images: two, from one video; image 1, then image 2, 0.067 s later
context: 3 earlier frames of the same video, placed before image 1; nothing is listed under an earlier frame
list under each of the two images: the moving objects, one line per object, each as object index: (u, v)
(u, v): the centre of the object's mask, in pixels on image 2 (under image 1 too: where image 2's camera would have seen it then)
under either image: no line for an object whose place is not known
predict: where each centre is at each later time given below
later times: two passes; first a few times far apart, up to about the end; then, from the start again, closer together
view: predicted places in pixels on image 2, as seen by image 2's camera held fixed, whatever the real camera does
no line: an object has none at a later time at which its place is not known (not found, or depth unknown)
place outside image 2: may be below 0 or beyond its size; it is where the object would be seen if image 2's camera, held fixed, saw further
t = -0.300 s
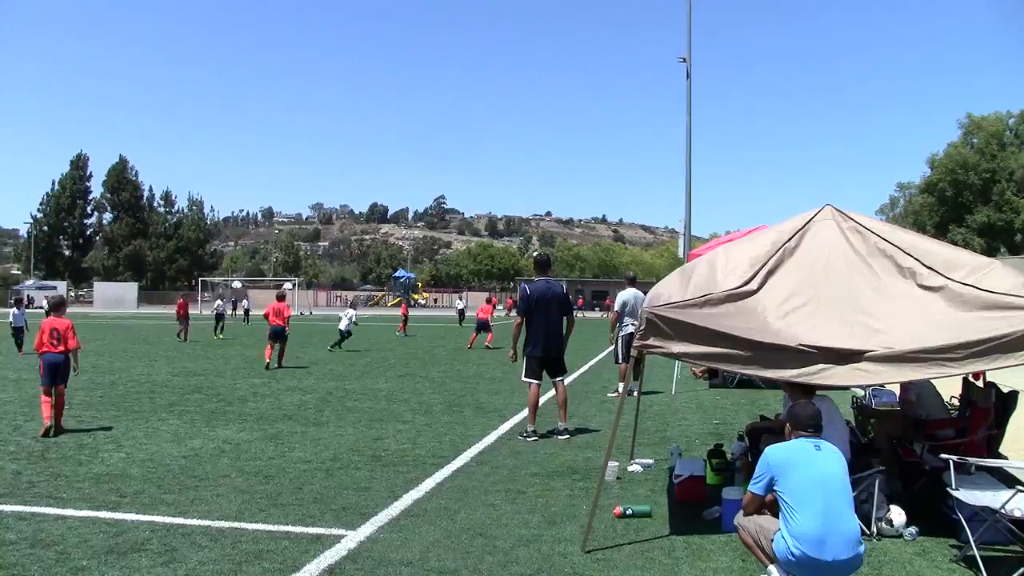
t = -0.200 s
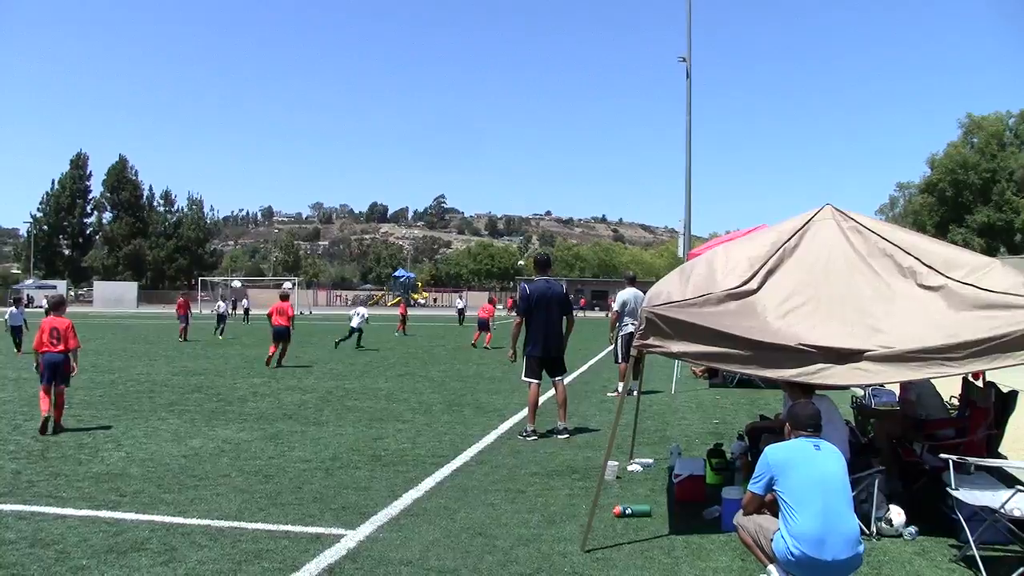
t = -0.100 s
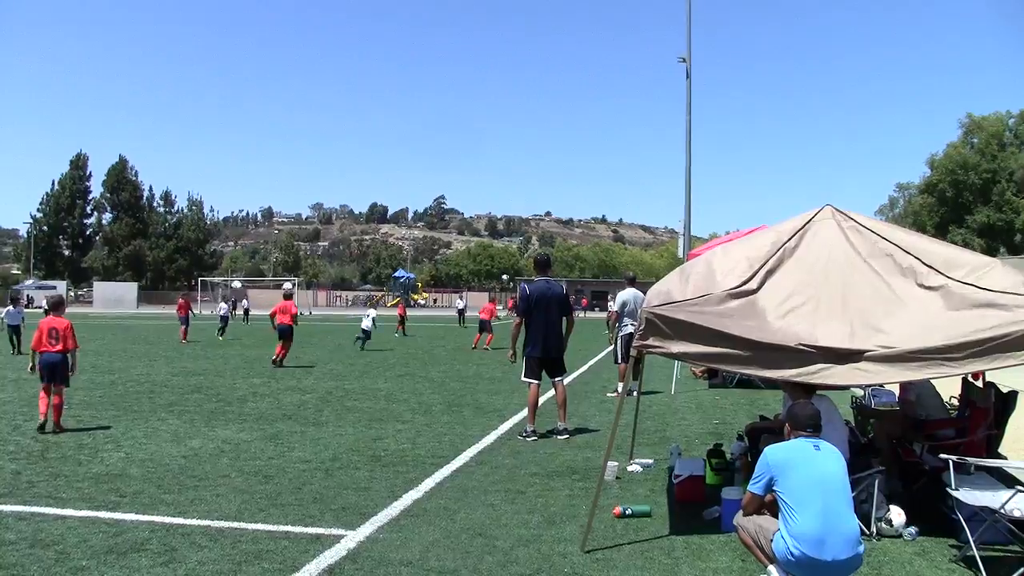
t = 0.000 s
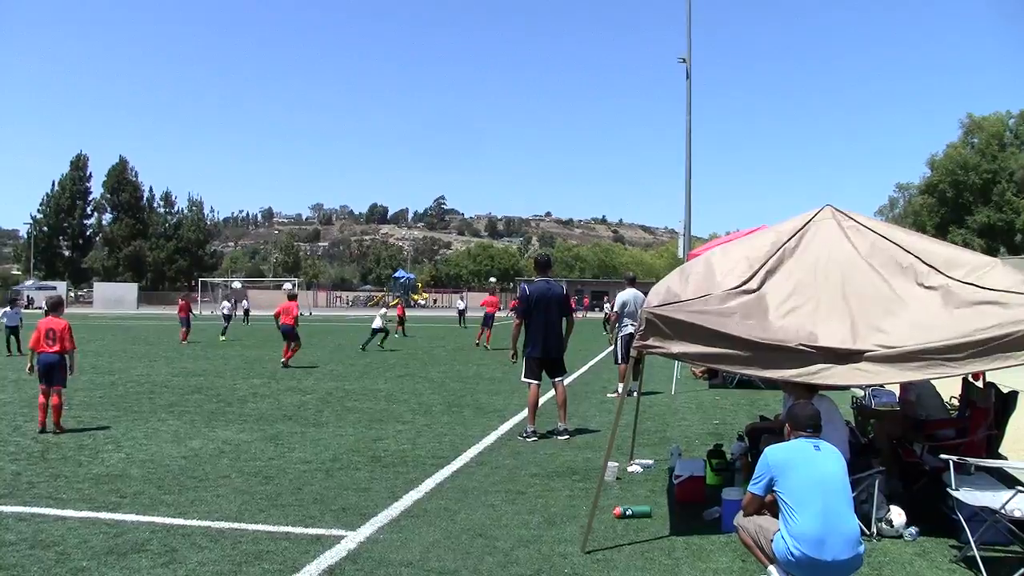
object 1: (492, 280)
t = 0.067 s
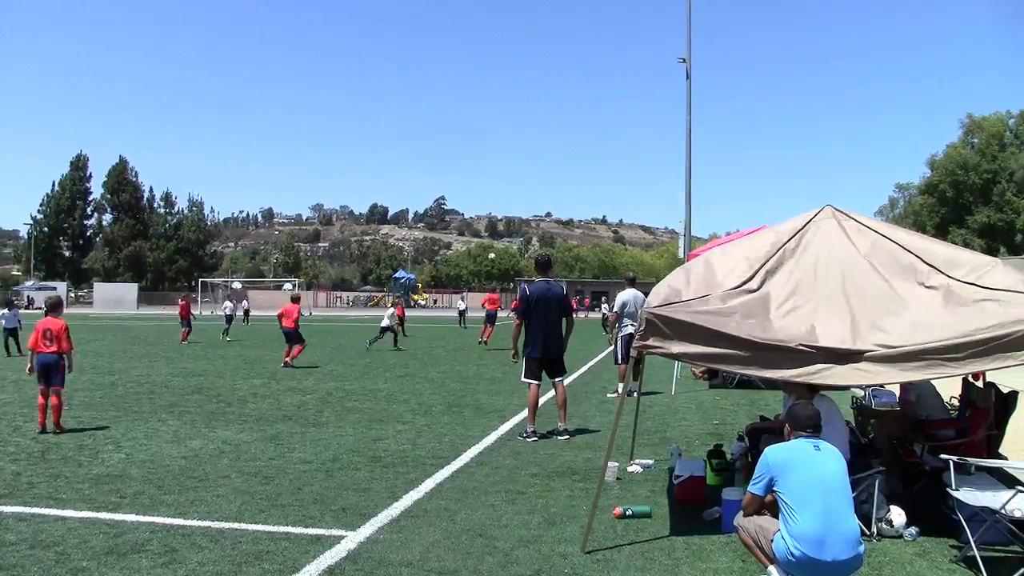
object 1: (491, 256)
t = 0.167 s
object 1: (490, 223)
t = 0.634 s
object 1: (483, 125)
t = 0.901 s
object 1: (476, 106)
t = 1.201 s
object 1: (478, 112)
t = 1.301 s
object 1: (479, 124)
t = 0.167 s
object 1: (490, 223)
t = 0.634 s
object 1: (483, 125)
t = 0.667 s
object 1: (482, 121)
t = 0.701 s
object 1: (481, 118)
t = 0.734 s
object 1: (481, 115)
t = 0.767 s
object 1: (480, 112)
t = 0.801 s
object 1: (479, 110)
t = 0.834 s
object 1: (478, 108)
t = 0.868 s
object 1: (477, 107)
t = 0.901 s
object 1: (476, 106)
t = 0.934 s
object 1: (476, 105)
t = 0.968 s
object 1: (475, 105)
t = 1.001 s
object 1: (475, 106)
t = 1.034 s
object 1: (475, 106)
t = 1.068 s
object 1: (476, 107)
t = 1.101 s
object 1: (477, 108)
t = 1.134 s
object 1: (478, 109)
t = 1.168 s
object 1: (478, 110)
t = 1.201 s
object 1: (478, 112)
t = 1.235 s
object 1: (477, 116)
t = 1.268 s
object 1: (479, 120)
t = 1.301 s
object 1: (479, 124)
